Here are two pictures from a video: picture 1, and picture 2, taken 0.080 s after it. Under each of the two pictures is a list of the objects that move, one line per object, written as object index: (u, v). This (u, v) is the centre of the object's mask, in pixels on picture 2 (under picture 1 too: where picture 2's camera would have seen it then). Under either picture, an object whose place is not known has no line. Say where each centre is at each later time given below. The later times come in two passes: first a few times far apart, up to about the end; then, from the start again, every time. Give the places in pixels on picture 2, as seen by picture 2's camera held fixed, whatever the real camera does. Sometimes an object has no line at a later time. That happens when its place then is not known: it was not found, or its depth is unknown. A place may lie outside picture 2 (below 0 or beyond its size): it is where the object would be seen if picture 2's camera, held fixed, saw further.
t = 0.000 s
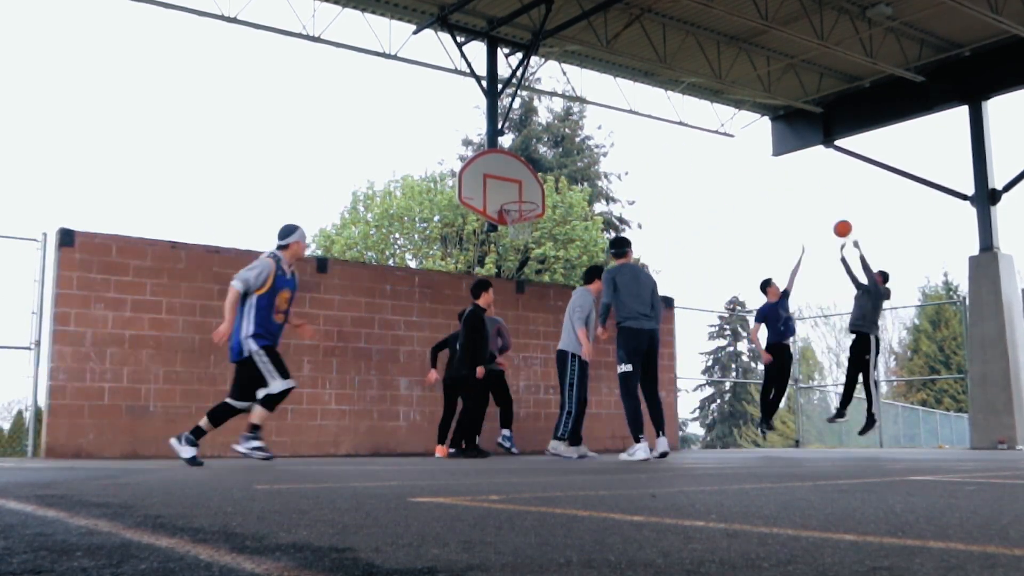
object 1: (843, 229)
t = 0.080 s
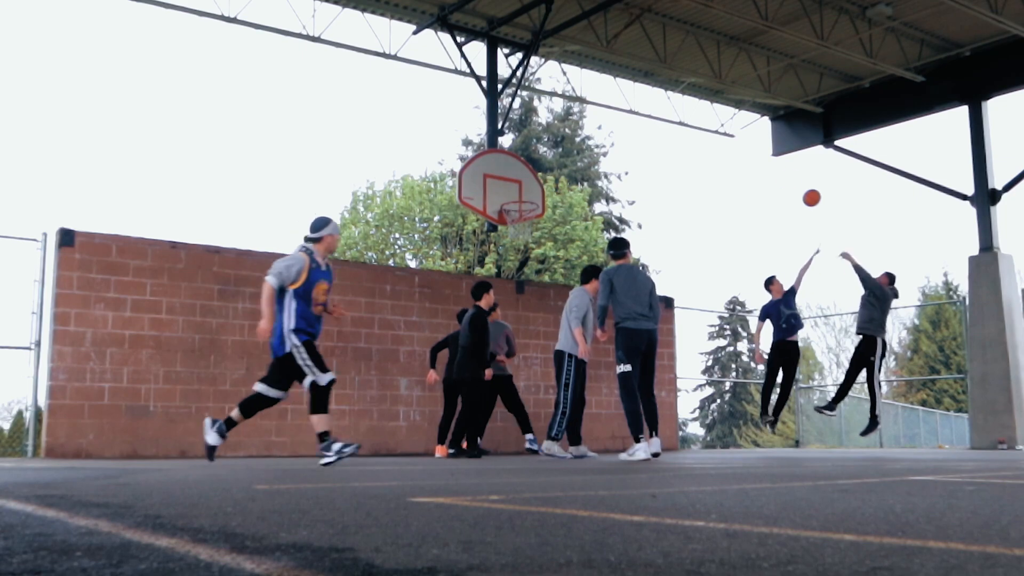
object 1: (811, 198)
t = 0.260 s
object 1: (745, 150)
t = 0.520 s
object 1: (655, 127)
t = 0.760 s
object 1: (576, 153)
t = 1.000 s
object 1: (511, 216)
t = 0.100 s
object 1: (804, 191)
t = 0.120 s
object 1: (796, 184)
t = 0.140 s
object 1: (789, 178)
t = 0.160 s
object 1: (781, 173)
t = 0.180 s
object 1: (774, 167)
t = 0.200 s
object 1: (767, 162)
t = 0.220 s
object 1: (759, 158)
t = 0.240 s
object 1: (752, 153)
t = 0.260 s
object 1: (745, 150)
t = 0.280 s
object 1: (738, 146)
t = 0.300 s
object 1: (730, 142)
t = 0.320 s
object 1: (724, 139)
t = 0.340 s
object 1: (717, 137)
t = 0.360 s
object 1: (709, 135)
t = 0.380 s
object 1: (703, 133)
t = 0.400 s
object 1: (696, 131)
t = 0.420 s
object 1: (689, 129)
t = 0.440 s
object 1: (682, 128)
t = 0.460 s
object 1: (675, 128)
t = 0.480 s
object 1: (668, 127)
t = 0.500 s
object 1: (662, 127)
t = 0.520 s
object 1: (655, 127)
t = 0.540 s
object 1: (648, 127)
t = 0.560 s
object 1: (642, 129)
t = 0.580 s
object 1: (635, 130)
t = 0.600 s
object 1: (628, 131)
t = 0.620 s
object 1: (621, 133)
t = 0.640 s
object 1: (615, 135)
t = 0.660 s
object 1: (608, 137)
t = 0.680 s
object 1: (602, 140)
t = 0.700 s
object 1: (596, 143)
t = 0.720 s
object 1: (589, 146)
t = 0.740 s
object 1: (582, 149)
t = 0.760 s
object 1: (576, 153)
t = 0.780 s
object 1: (570, 157)
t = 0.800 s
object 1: (563, 161)
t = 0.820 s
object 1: (557, 166)
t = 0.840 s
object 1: (551, 171)
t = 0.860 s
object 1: (545, 176)
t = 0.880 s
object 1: (538, 181)
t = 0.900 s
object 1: (530, 187)
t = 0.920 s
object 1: (525, 193)
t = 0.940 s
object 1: (519, 199)
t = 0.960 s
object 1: (512, 207)
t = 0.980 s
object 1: (510, 212)
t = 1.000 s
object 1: (511, 216)
